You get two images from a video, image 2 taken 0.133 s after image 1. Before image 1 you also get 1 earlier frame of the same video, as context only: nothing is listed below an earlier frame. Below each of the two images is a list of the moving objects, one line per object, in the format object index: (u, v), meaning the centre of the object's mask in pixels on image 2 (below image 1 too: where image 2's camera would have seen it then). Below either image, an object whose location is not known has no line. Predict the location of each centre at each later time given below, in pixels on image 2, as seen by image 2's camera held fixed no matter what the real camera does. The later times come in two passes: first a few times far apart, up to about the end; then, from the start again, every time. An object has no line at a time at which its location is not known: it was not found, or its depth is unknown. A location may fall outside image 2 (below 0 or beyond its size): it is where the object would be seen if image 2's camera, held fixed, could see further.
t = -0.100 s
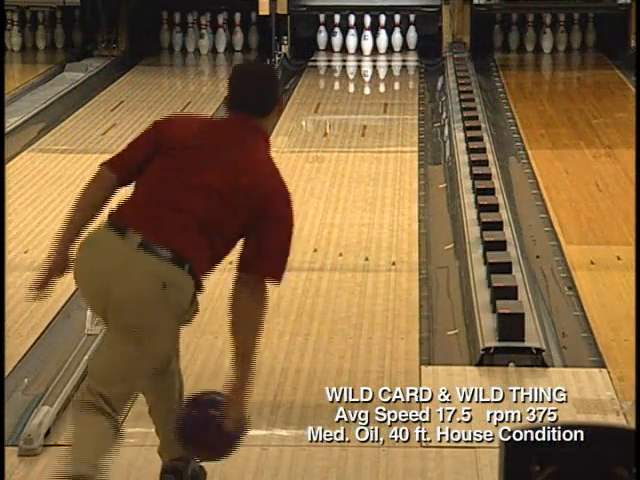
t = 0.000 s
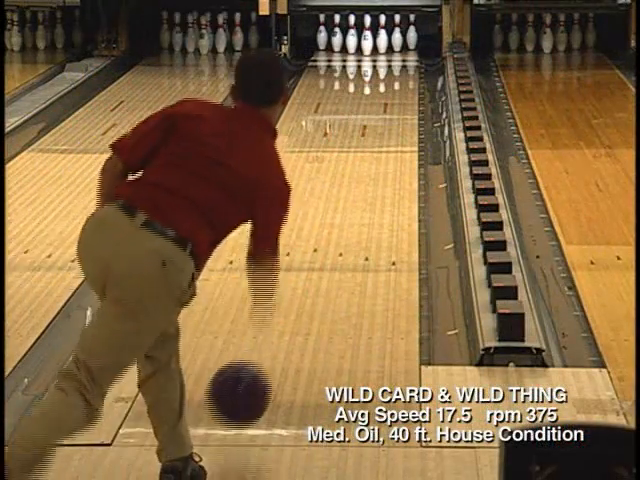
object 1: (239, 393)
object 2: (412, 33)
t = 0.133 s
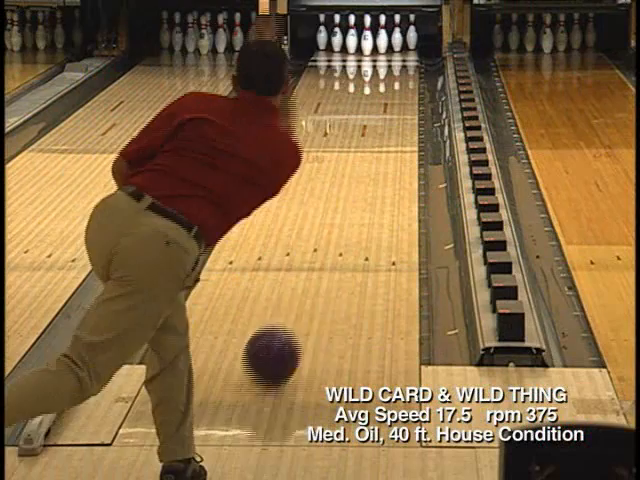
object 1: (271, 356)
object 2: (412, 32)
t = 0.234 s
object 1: (291, 322)
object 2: (412, 32)
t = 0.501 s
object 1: (333, 248)
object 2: (412, 32)
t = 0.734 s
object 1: (359, 201)
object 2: (412, 32)
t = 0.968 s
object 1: (378, 163)
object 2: (412, 32)
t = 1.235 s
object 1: (394, 128)
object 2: (412, 32)
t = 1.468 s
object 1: (402, 105)
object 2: (412, 32)
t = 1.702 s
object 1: (405, 85)
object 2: (412, 33)
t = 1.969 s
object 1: (399, 68)
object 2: (412, 33)
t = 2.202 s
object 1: (387, 55)
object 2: (412, 32)
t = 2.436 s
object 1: (372, 45)
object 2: (412, 33)
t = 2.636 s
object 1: (362, 41)
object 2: (423, 38)
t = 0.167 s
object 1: (278, 345)
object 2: (412, 32)
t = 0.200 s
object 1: (285, 333)
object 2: (412, 32)
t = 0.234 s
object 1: (291, 322)
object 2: (412, 32)
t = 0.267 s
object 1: (297, 312)
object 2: (412, 32)
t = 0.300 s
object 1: (303, 301)
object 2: (412, 32)
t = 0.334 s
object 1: (309, 292)
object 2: (412, 32)
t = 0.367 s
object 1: (314, 282)
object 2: (412, 32)
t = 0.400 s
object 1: (319, 273)
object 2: (412, 32)
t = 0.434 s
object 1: (324, 265)
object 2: (412, 32)
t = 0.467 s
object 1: (328, 256)
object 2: (412, 32)
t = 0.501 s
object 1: (333, 248)
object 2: (412, 32)
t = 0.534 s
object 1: (337, 241)
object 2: (412, 32)
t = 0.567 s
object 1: (341, 234)
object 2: (412, 32)
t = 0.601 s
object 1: (345, 227)
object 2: (412, 33)
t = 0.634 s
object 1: (348, 220)
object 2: (412, 32)
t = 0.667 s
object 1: (352, 213)
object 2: (412, 33)
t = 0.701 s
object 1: (357, 206)
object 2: (412, 32)
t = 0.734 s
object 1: (359, 201)
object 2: (412, 32)
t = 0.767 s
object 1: (362, 195)
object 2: (412, 32)
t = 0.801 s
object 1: (365, 189)
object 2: (412, 32)
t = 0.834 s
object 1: (368, 184)
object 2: (412, 32)
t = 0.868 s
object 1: (370, 178)
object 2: (412, 32)
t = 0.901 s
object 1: (373, 172)
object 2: (412, 32)
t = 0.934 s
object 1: (376, 168)
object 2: (412, 32)
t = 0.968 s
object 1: (378, 163)
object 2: (412, 32)
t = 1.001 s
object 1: (380, 158)
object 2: (412, 32)
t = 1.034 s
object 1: (383, 154)
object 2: (412, 32)
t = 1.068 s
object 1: (385, 149)
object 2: (412, 32)
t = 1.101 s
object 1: (387, 145)
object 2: (412, 32)
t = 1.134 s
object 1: (389, 140)
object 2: (412, 32)
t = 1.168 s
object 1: (391, 136)
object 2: (412, 32)
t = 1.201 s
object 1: (392, 132)
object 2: (412, 32)
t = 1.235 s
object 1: (394, 128)
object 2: (412, 32)
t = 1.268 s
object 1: (396, 125)
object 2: (412, 32)
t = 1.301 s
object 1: (397, 121)
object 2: (412, 32)
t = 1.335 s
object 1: (398, 118)
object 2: (412, 32)
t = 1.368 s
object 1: (399, 114)
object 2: (412, 32)
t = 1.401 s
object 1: (400, 111)
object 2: (412, 32)
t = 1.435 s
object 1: (401, 108)
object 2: (412, 32)
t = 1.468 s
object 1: (402, 105)
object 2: (412, 32)
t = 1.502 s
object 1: (403, 102)
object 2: (412, 32)
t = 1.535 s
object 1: (403, 99)
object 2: (412, 32)
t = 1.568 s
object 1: (404, 97)
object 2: (412, 32)
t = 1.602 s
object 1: (404, 93)
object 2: (412, 32)
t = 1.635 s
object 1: (404, 91)
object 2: (412, 32)
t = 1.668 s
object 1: (404, 89)
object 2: (412, 33)
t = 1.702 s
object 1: (405, 85)
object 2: (412, 33)
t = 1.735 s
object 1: (404, 84)
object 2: (412, 32)
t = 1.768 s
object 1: (404, 80)
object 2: (412, 32)
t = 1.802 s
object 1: (403, 78)
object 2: (412, 32)
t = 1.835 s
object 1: (403, 76)
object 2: (412, 32)
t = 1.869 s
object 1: (402, 74)
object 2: (412, 32)
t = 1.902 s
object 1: (401, 72)
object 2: (412, 32)
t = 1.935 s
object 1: (401, 70)
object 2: (412, 33)
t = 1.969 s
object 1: (399, 68)
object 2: (412, 33)
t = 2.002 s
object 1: (398, 66)
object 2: (412, 32)
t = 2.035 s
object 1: (397, 65)
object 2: (412, 33)
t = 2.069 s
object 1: (395, 63)
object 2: (412, 32)
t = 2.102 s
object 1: (393, 61)
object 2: (412, 33)
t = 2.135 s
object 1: (391, 59)
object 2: (412, 32)
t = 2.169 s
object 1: (389, 57)
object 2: (412, 32)
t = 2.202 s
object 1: (387, 55)
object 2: (412, 32)
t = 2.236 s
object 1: (385, 54)
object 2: (412, 33)
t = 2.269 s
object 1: (383, 52)
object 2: (412, 32)
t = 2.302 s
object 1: (380, 51)
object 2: (412, 32)
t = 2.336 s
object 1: (379, 49)
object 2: (412, 33)
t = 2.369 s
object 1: (376, 48)
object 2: (412, 33)
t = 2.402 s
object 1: (374, 46)
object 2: (412, 32)
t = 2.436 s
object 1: (372, 45)
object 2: (412, 33)
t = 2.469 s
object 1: (372, 44)
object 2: (412, 33)
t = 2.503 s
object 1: (370, 44)
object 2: (412, 33)
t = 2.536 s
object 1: (368, 43)
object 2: (412, 34)
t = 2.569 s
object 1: (367, 41)
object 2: (413, 36)
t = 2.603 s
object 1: (364, 41)
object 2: (417, 37)
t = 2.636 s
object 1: (362, 41)
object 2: (423, 38)
